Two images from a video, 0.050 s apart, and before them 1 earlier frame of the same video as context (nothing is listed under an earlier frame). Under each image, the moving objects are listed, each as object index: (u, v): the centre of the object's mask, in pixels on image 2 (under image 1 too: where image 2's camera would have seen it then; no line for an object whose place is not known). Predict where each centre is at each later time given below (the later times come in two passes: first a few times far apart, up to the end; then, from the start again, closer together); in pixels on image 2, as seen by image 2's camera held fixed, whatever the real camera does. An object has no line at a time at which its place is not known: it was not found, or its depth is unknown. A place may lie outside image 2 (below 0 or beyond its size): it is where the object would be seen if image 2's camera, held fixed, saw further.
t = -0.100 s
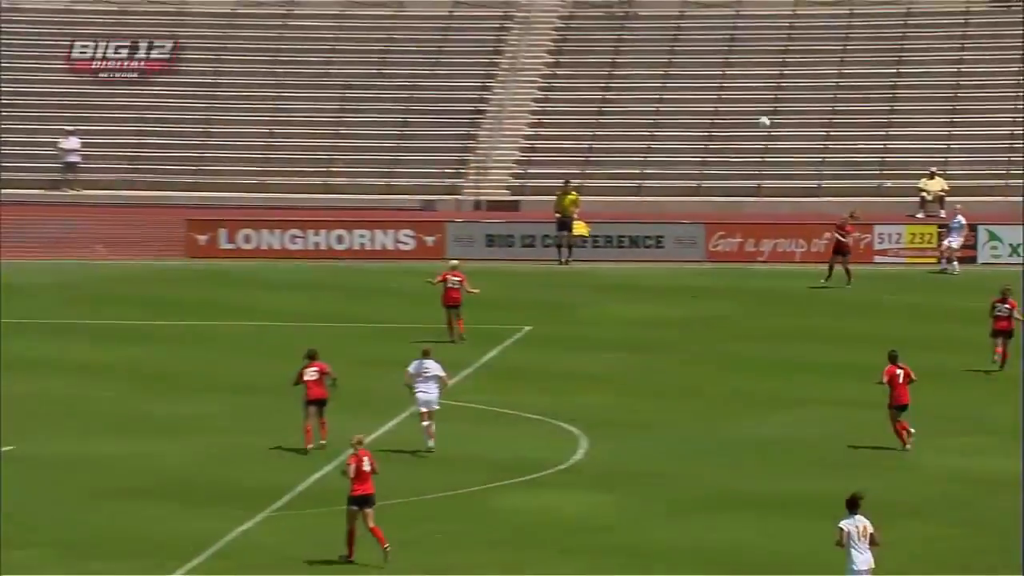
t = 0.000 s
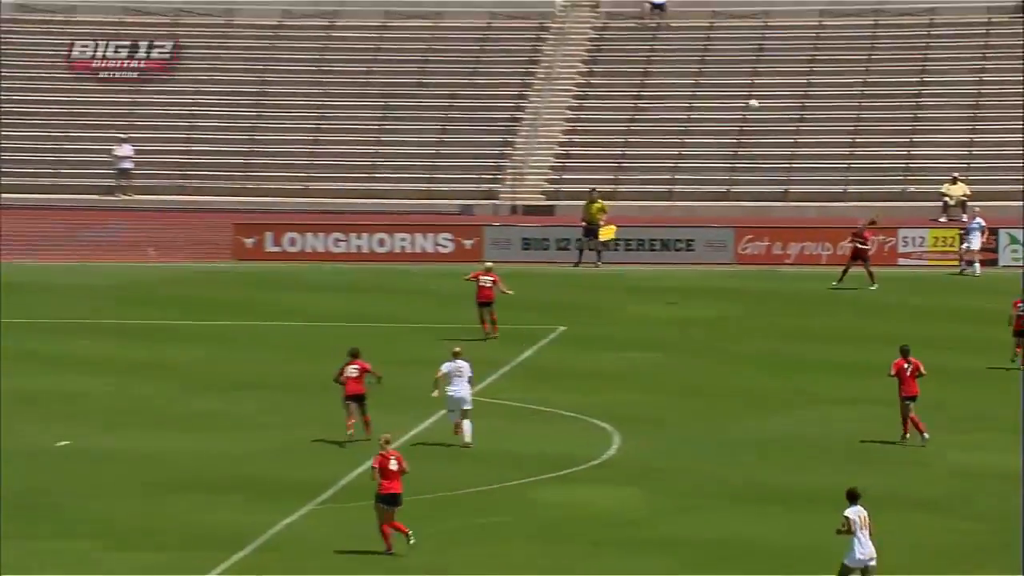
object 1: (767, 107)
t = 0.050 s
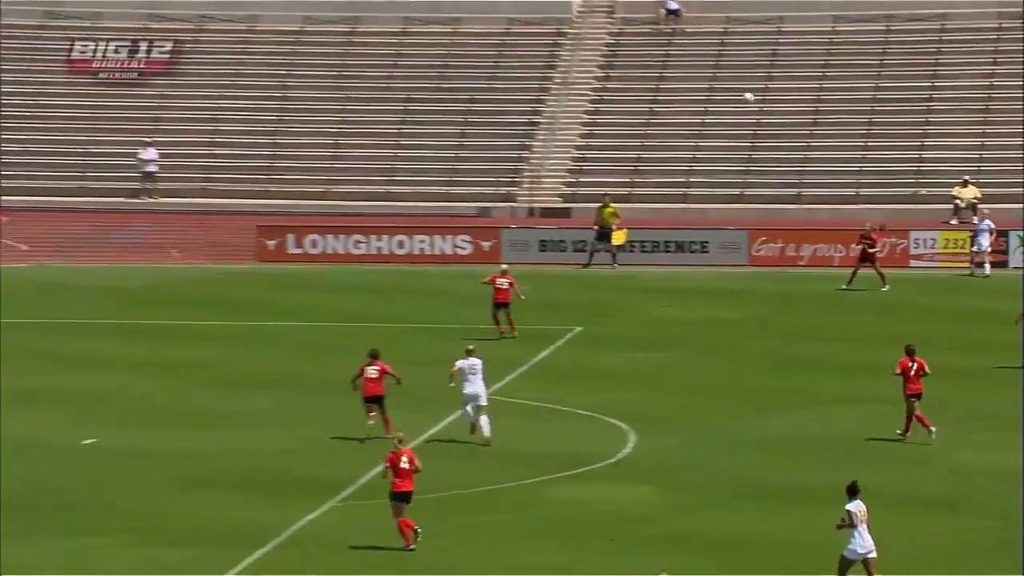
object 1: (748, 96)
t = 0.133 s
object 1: (716, 81)
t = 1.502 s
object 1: (228, 189)
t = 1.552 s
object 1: (210, 209)
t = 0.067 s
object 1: (742, 93)
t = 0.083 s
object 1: (736, 90)
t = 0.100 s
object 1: (729, 86)
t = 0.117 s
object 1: (723, 83)
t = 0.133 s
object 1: (716, 81)
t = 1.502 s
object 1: (228, 189)
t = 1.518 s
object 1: (222, 196)
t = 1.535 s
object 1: (216, 202)
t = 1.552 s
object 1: (210, 209)
